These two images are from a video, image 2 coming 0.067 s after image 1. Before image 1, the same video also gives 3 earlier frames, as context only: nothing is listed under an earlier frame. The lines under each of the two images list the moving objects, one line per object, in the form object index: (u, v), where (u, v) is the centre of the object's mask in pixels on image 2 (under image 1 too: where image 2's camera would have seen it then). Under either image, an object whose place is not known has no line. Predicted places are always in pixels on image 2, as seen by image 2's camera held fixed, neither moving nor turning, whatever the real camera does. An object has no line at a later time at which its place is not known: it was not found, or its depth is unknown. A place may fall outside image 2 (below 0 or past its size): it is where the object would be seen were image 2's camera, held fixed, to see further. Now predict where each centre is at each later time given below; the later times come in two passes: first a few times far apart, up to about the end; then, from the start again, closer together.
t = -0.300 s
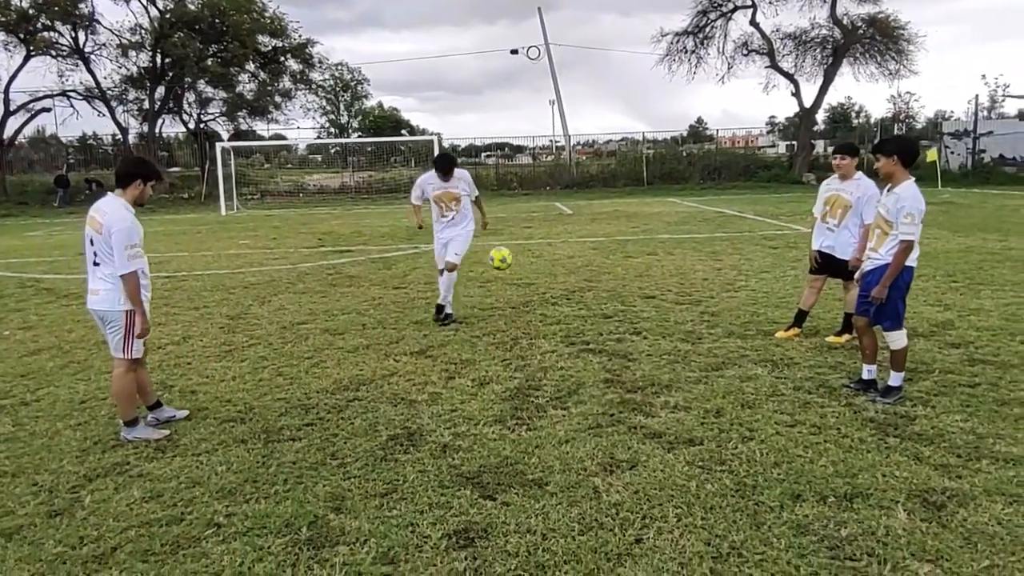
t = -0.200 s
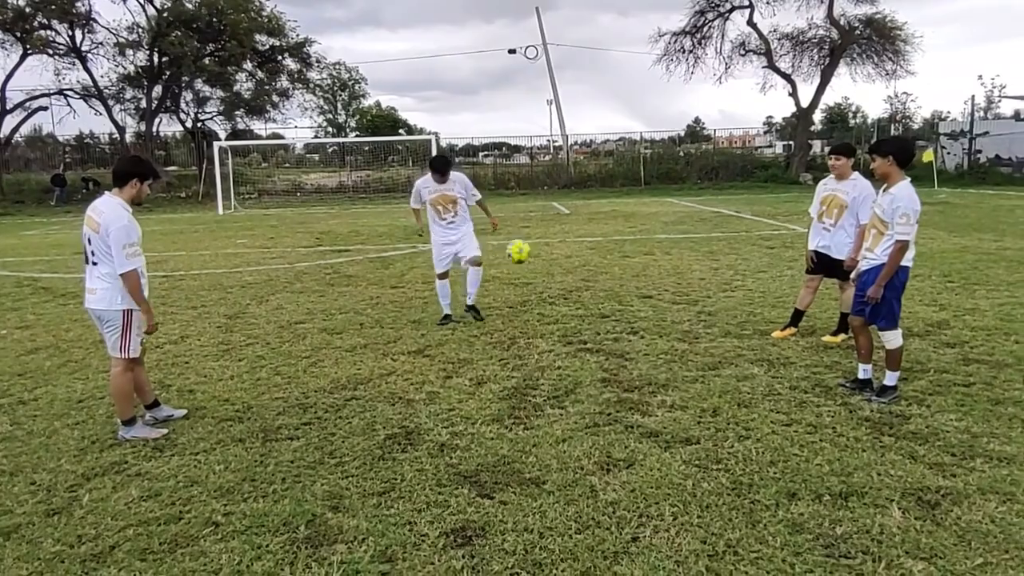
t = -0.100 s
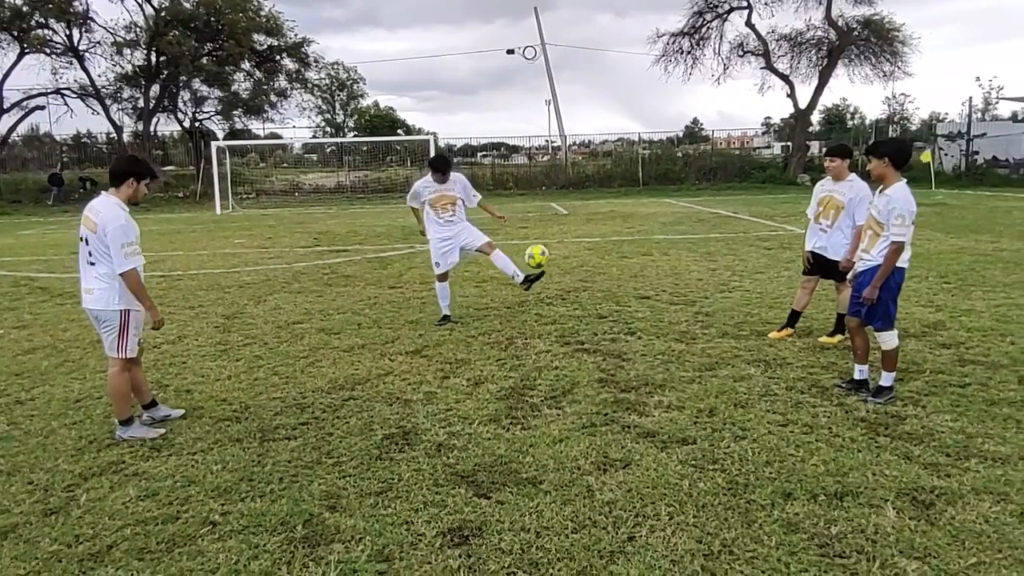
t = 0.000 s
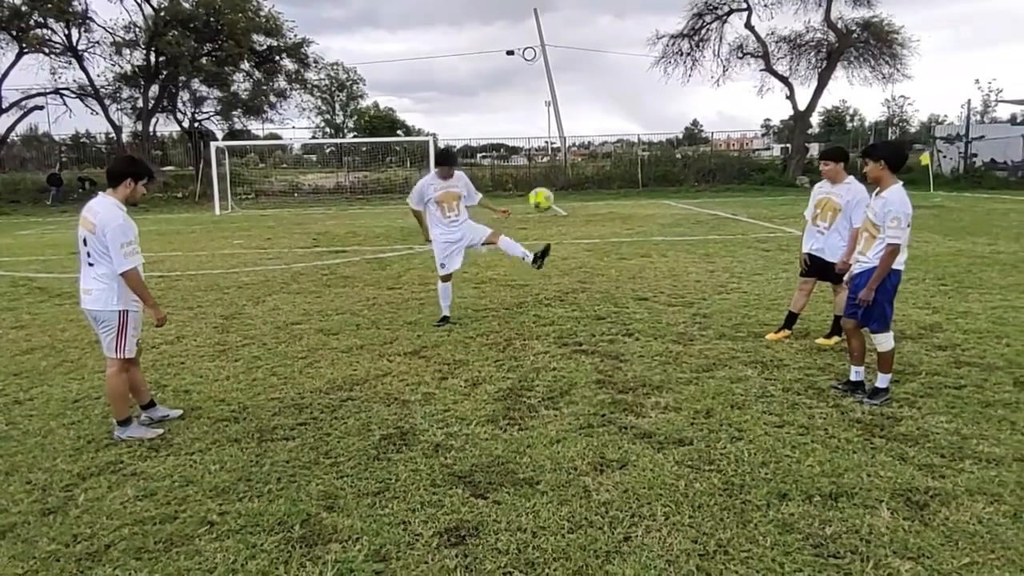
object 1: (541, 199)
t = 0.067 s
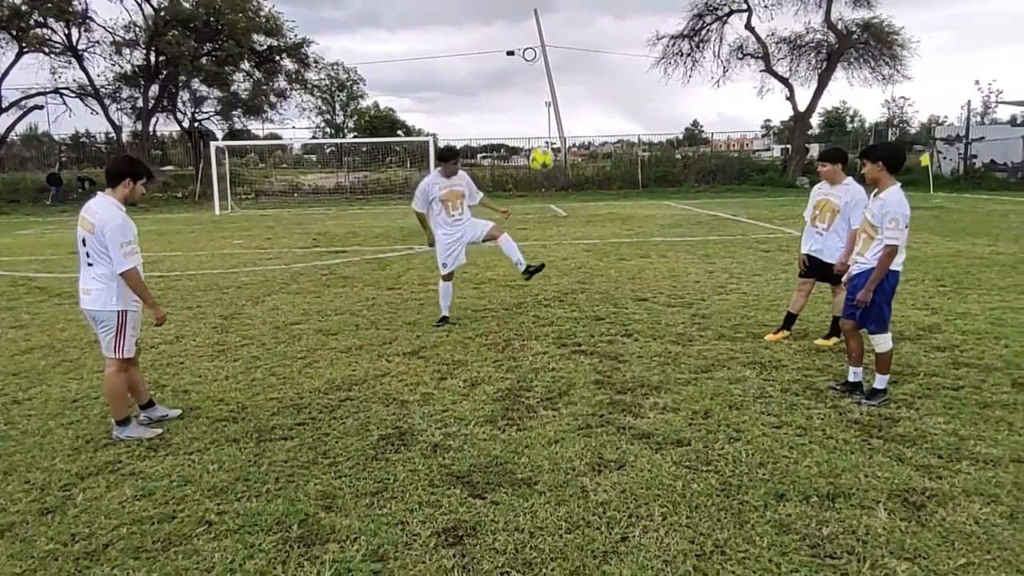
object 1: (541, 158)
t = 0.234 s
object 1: (543, 77)
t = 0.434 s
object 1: (547, 14)
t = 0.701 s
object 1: (553, 4)
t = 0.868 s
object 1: (559, 44)
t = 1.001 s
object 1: (562, 103)
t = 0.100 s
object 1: (542, 142)
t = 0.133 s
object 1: (542, 124)
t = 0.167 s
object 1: (542, 107)
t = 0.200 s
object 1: (542, 91)
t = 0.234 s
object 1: (543, 77)
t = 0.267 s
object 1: (543, 64)
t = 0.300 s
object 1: (544, 52)
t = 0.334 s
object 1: (545, 41)
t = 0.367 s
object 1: (545, 31)
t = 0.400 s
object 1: (546, 22)
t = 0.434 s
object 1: (547, 14)
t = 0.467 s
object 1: (548, 8)
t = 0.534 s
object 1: (550, 2)
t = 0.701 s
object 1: (553, 4)
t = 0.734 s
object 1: (554, 9)
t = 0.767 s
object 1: (556, 16)
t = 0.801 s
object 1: (557, 24)
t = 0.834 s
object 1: (558, 33)
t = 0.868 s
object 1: (559, 44)
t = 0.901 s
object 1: (559, 57)
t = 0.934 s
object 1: (560, 71)
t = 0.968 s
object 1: (562, 87)
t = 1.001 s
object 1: (562, 103)
